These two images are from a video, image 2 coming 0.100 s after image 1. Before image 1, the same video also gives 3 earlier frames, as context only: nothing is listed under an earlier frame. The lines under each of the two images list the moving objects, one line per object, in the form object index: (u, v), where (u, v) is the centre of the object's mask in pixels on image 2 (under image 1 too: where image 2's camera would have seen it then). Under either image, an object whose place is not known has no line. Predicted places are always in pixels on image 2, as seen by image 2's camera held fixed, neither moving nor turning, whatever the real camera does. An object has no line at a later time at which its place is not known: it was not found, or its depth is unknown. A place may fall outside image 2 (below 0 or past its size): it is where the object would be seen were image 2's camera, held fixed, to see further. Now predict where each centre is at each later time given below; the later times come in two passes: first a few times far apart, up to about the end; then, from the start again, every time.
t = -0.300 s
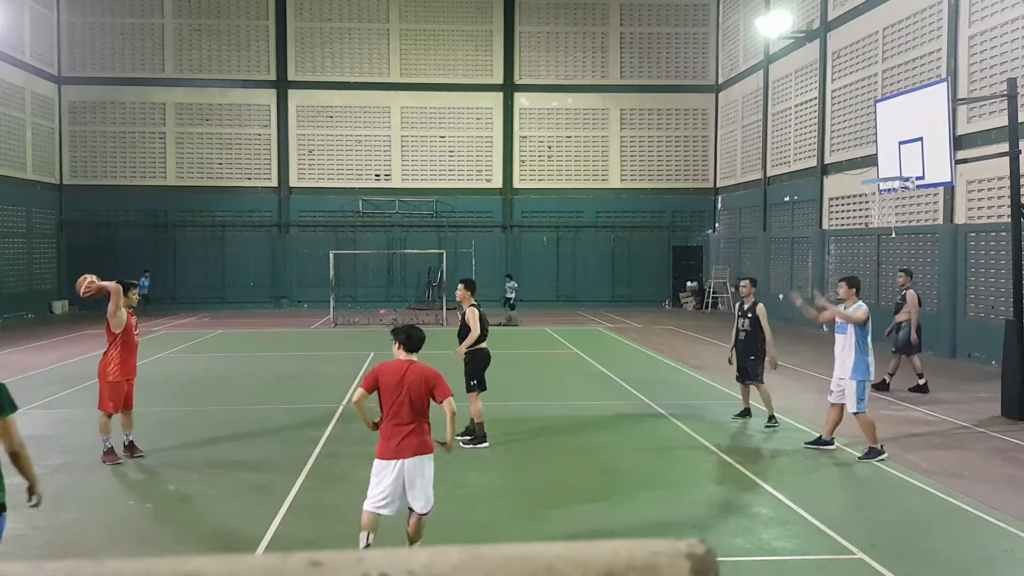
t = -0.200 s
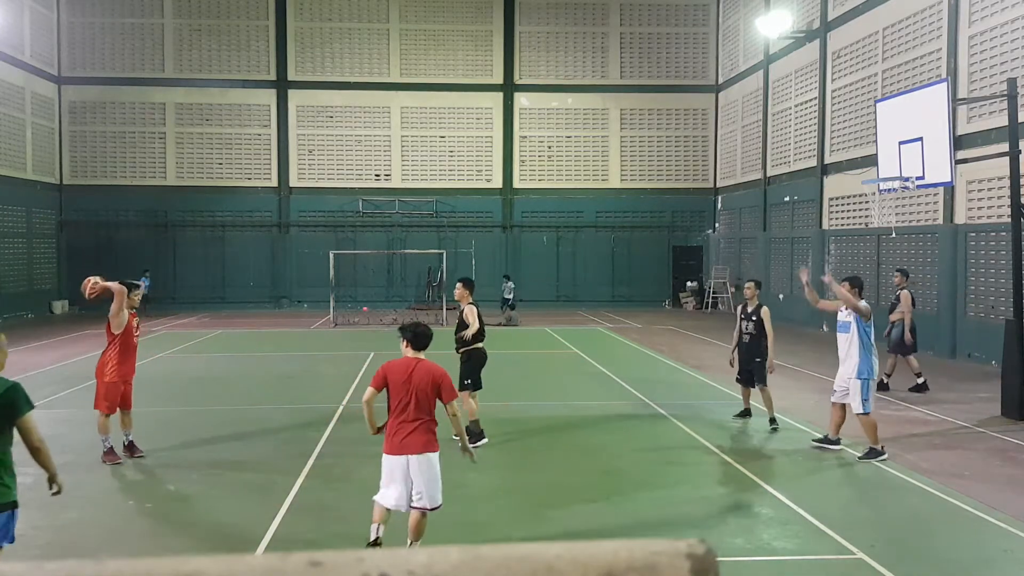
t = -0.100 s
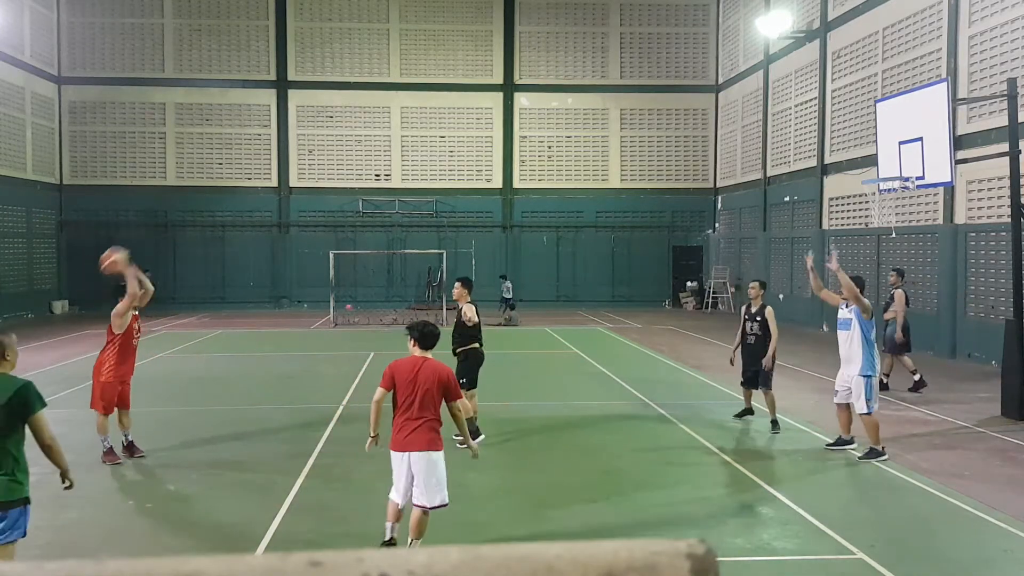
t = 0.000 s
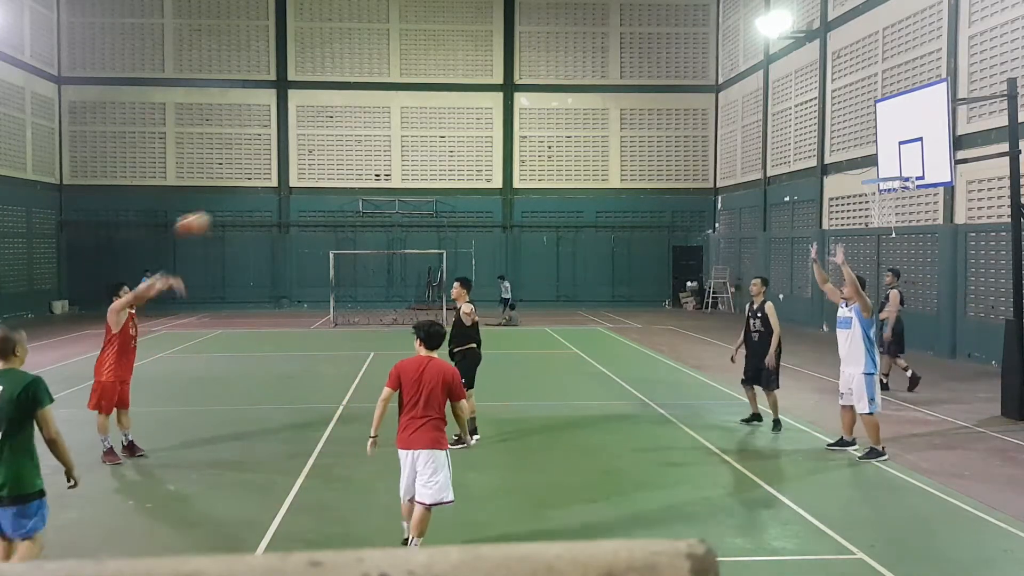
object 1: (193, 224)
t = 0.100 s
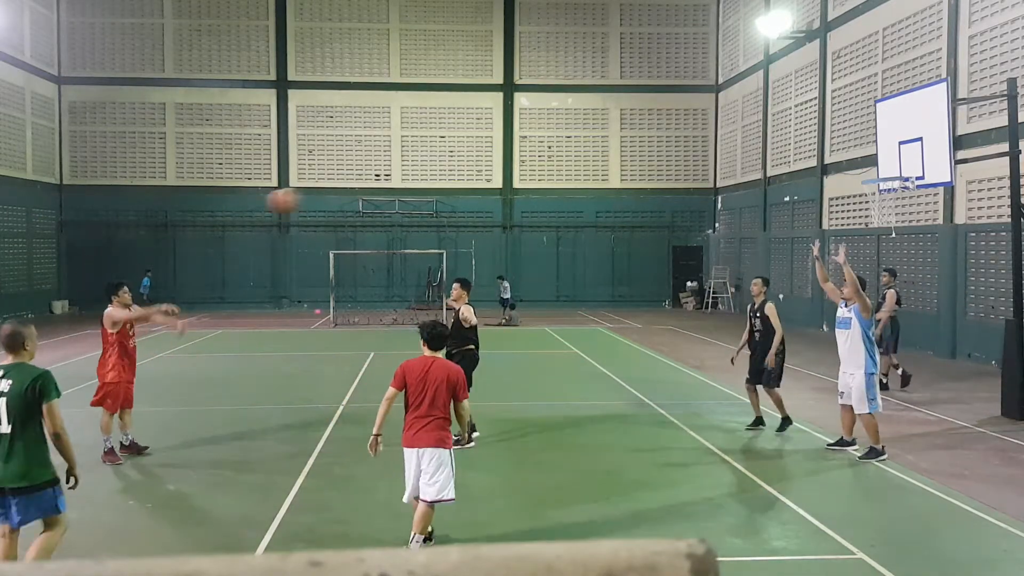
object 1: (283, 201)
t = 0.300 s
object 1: (462, 183)
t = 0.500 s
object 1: (644, 203)
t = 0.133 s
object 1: (313, 195)
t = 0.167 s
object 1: (344, 192)
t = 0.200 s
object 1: (373, 186)
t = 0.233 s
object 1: (404, 186)
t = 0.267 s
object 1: (434, 183)
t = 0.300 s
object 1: (462, 183)
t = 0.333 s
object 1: (495, 183)
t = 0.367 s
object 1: (520, 186)
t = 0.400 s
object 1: (553, 190)
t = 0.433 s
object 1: (584, 194)
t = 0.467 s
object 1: (613, 197)
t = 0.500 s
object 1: (644, 203)
